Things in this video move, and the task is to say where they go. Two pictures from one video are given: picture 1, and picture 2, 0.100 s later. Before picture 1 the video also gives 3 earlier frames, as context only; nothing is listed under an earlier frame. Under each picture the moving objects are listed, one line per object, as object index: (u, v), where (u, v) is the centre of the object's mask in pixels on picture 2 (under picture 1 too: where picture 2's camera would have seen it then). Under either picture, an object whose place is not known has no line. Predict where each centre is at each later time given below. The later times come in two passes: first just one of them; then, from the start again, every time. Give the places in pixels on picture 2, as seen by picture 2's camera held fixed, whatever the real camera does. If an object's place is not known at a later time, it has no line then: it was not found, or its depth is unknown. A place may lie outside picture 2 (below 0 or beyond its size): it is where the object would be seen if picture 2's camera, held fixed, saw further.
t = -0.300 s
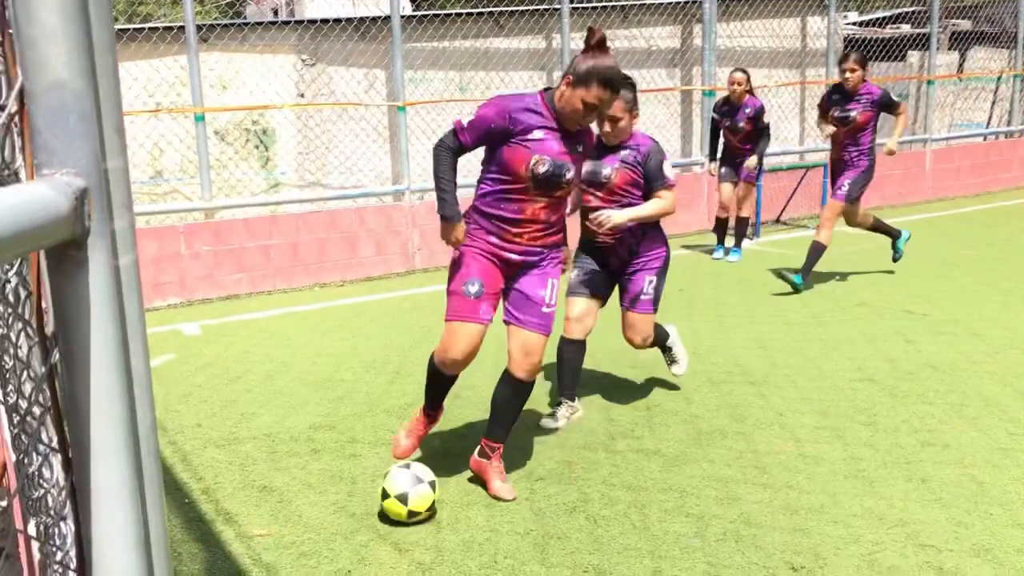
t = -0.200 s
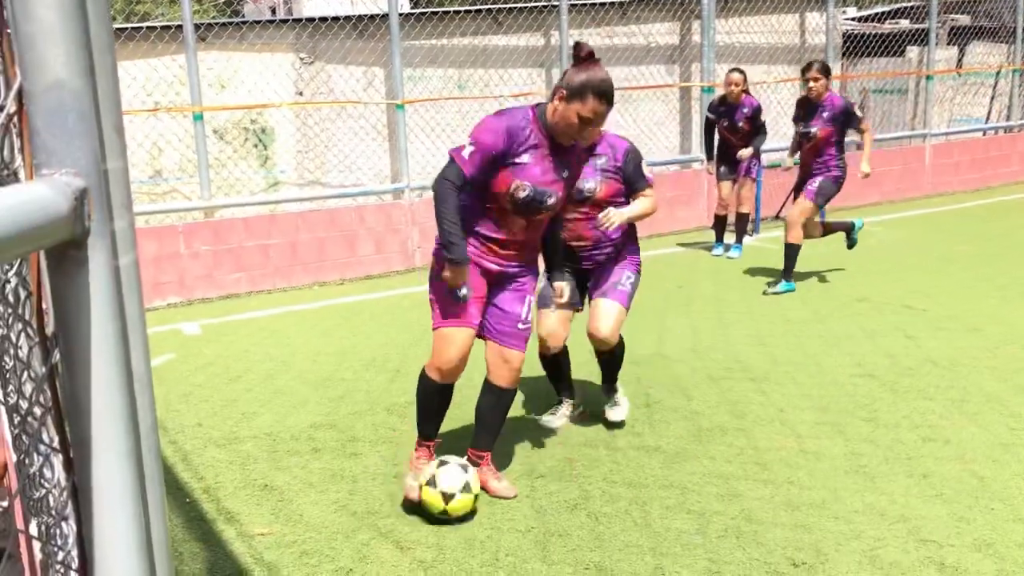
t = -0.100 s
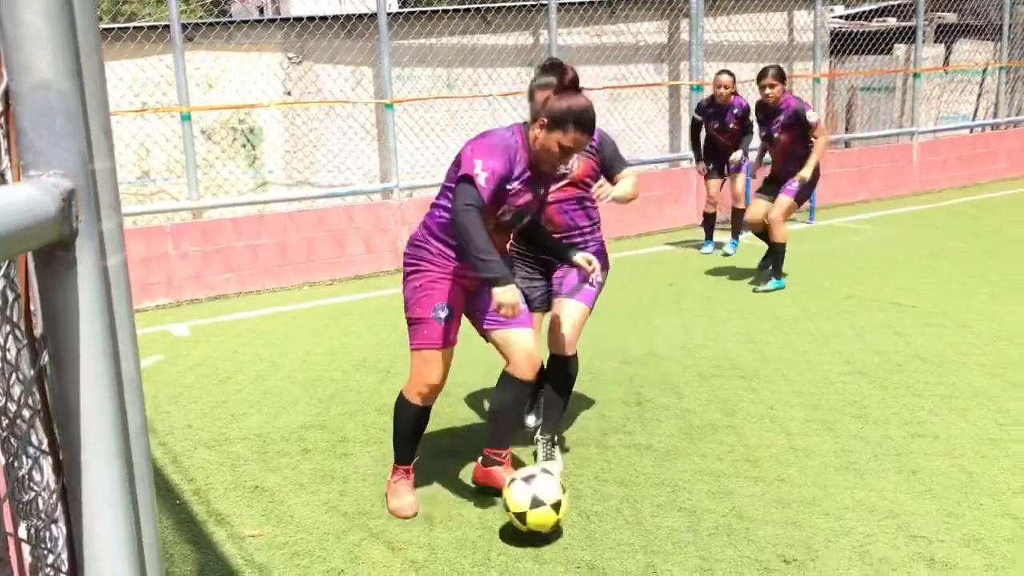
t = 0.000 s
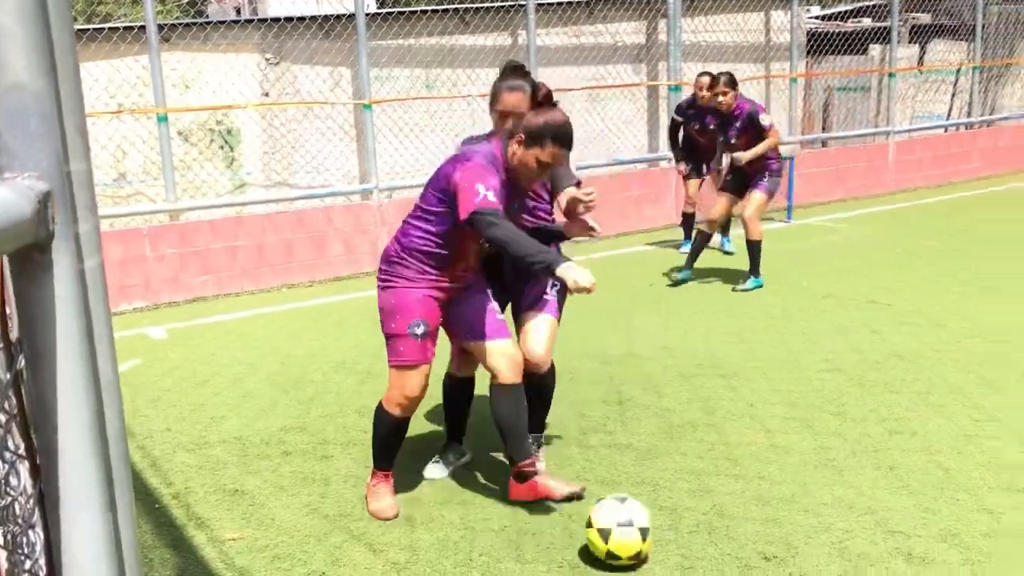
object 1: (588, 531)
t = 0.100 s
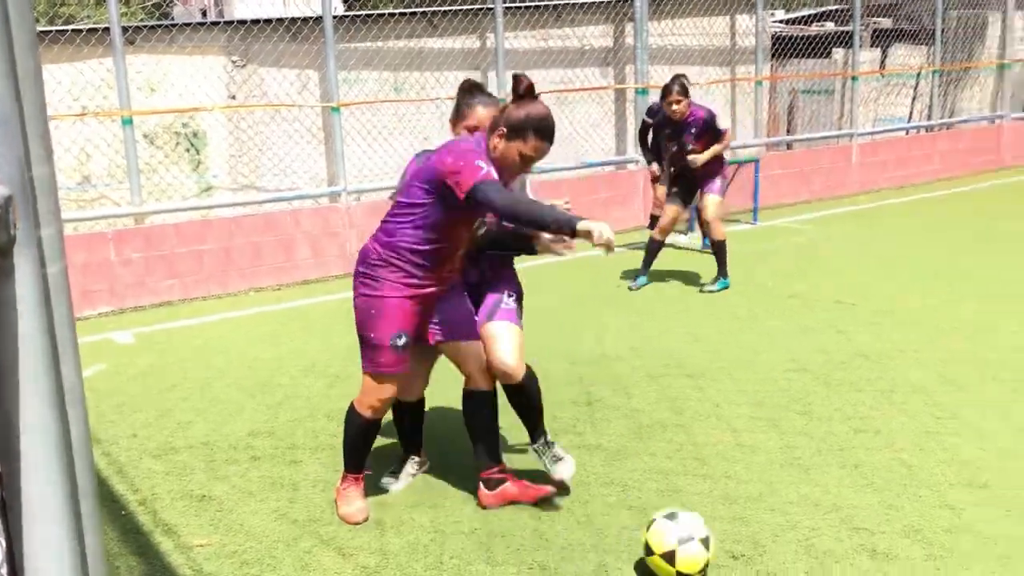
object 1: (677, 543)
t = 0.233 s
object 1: (788, 553)
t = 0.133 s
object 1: (705, 546)
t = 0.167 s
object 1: (733, 550)
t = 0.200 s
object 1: (760, 551)
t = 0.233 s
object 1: (788, 553)
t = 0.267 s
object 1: (817, 556)
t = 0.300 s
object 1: (845, 557)
